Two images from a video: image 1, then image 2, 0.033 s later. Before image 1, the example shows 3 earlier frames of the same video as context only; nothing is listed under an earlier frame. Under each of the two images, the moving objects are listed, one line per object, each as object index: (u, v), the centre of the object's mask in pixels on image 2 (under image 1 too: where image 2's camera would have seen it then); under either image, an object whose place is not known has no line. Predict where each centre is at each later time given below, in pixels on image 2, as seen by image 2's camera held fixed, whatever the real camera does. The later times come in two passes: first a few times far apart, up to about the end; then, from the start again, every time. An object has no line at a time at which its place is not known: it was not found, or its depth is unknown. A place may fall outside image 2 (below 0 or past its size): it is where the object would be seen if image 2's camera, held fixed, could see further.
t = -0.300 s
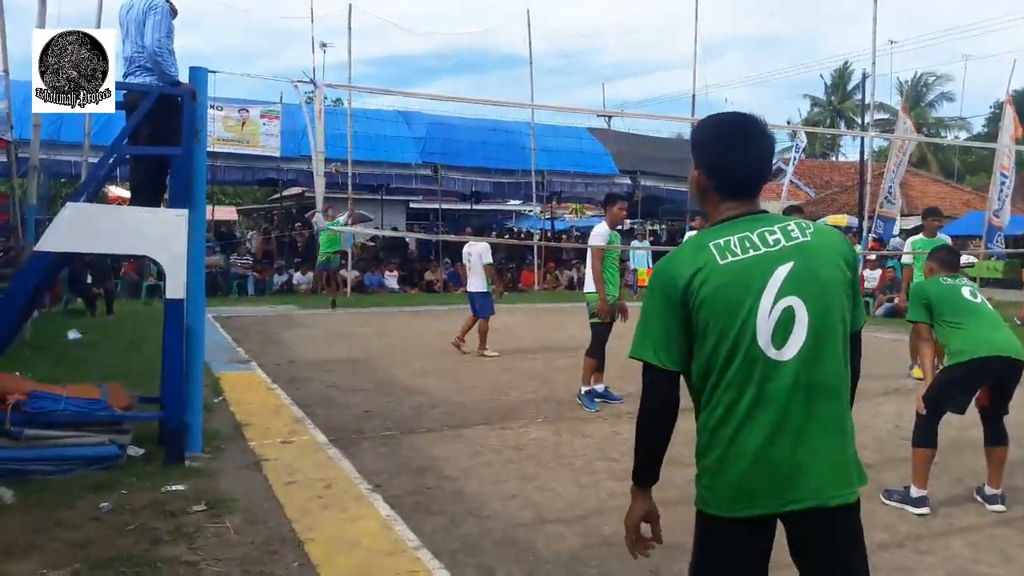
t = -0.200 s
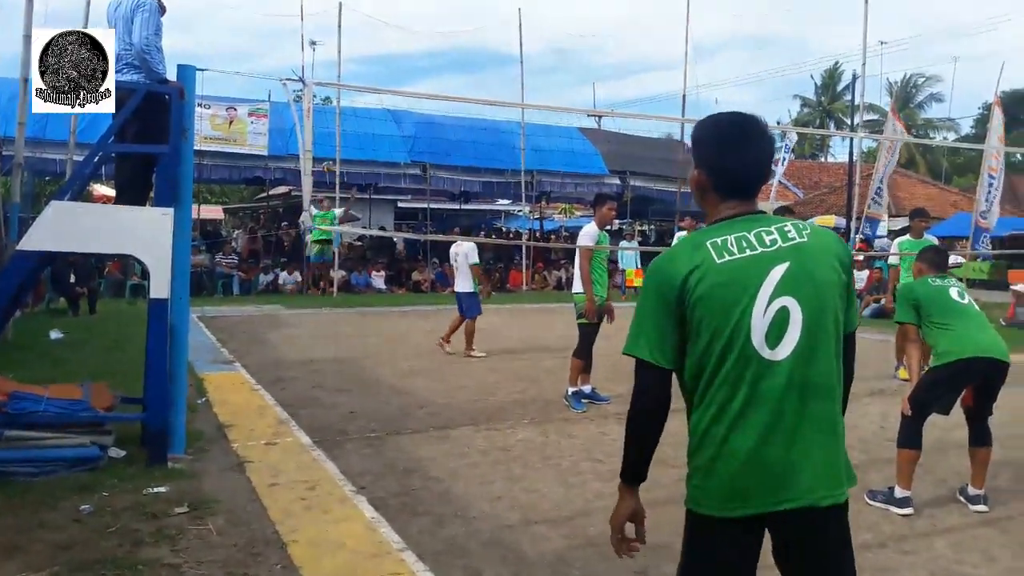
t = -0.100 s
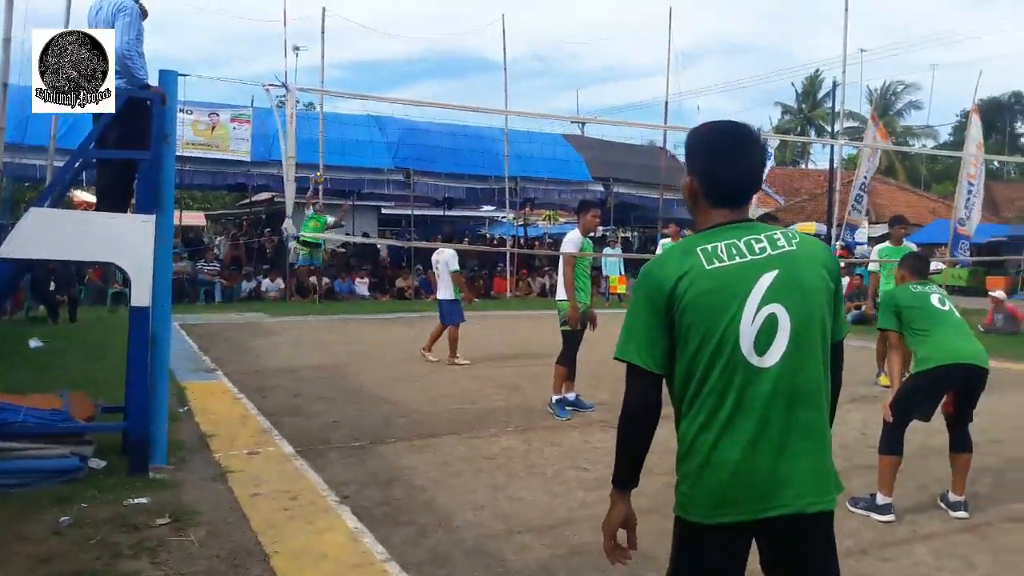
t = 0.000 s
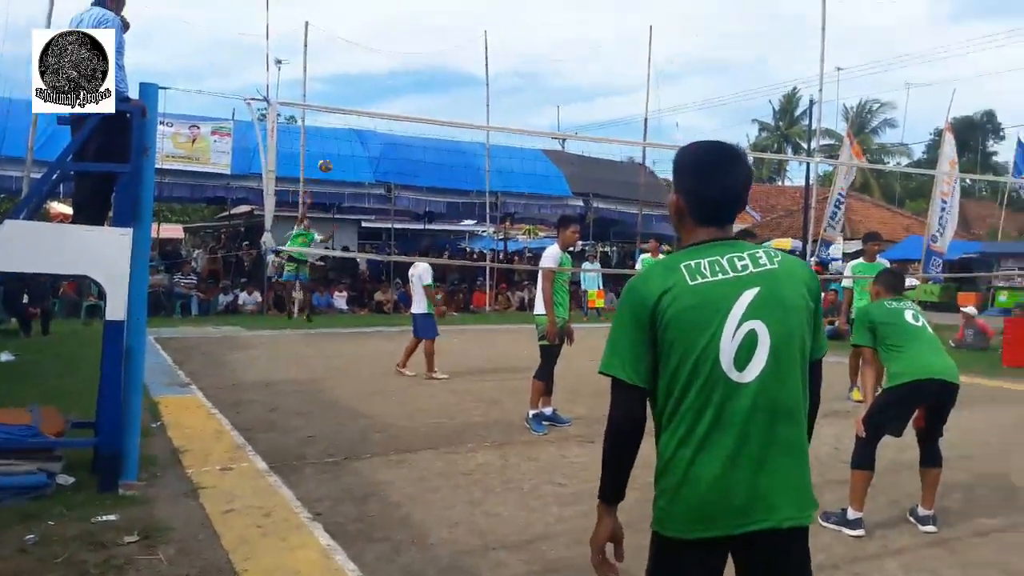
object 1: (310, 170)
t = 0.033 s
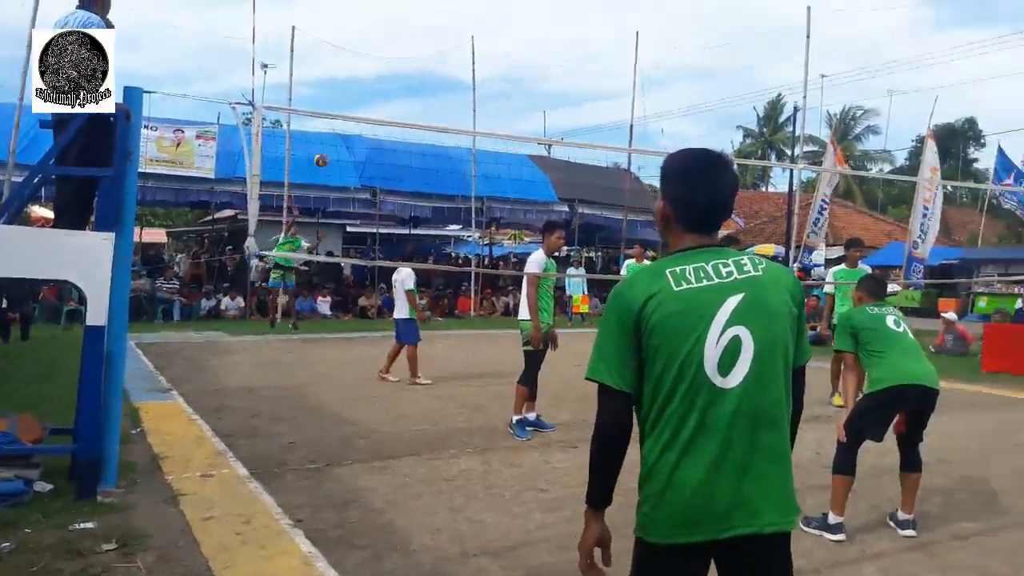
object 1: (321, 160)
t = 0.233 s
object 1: (394, 109)
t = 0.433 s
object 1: (482, 78)
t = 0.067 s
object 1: (332, 151)
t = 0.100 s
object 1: (345, 142)
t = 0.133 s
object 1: (357, 133)
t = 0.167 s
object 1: (370, 128)
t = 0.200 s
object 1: (378, 114)
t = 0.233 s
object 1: (394, 109)
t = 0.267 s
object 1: (407, 103)
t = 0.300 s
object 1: (420, 96)
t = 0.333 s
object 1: (435, 91)
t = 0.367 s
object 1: (455, 87)
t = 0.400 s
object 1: (472, 82)
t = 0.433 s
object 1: (482, 78)
